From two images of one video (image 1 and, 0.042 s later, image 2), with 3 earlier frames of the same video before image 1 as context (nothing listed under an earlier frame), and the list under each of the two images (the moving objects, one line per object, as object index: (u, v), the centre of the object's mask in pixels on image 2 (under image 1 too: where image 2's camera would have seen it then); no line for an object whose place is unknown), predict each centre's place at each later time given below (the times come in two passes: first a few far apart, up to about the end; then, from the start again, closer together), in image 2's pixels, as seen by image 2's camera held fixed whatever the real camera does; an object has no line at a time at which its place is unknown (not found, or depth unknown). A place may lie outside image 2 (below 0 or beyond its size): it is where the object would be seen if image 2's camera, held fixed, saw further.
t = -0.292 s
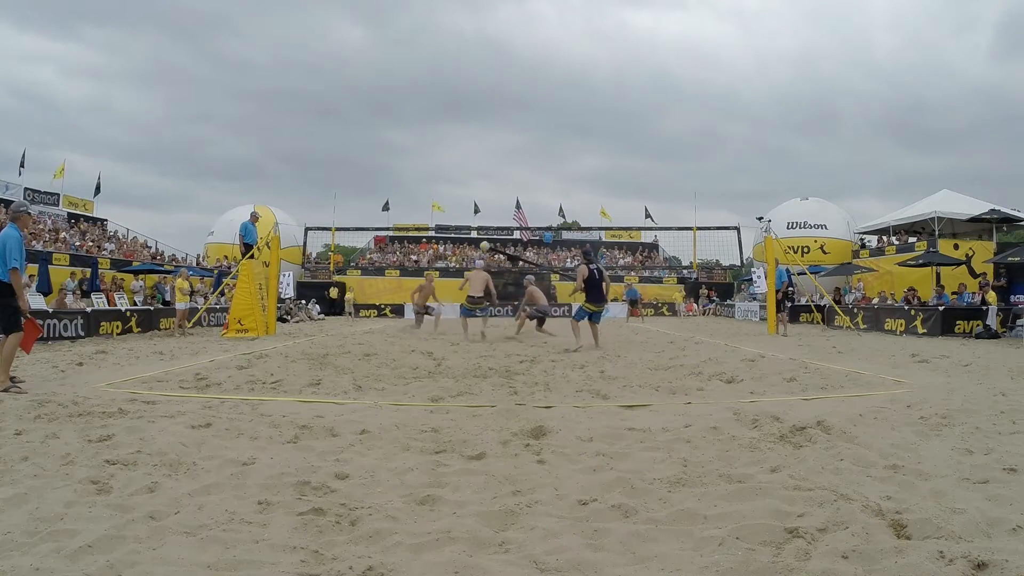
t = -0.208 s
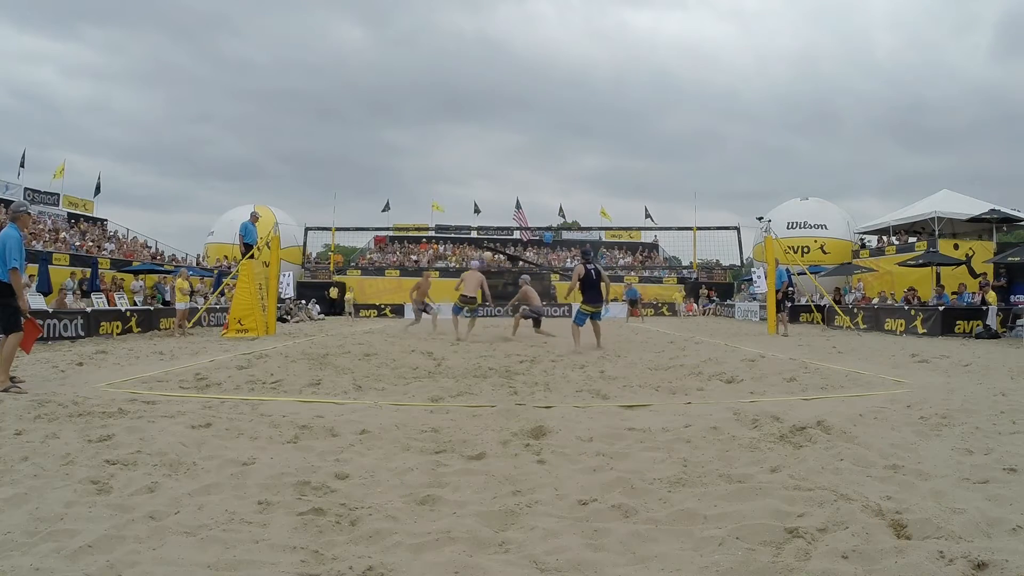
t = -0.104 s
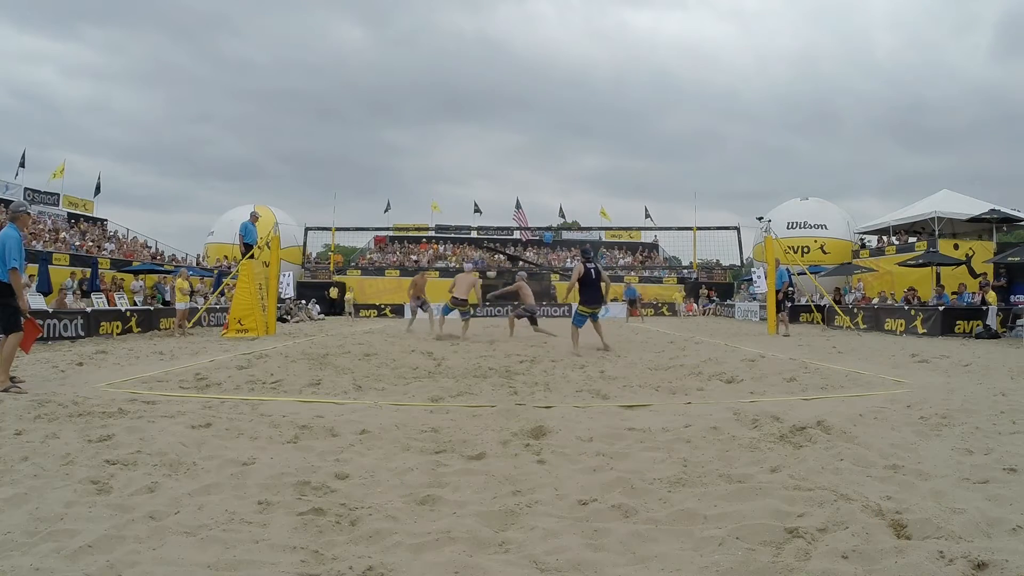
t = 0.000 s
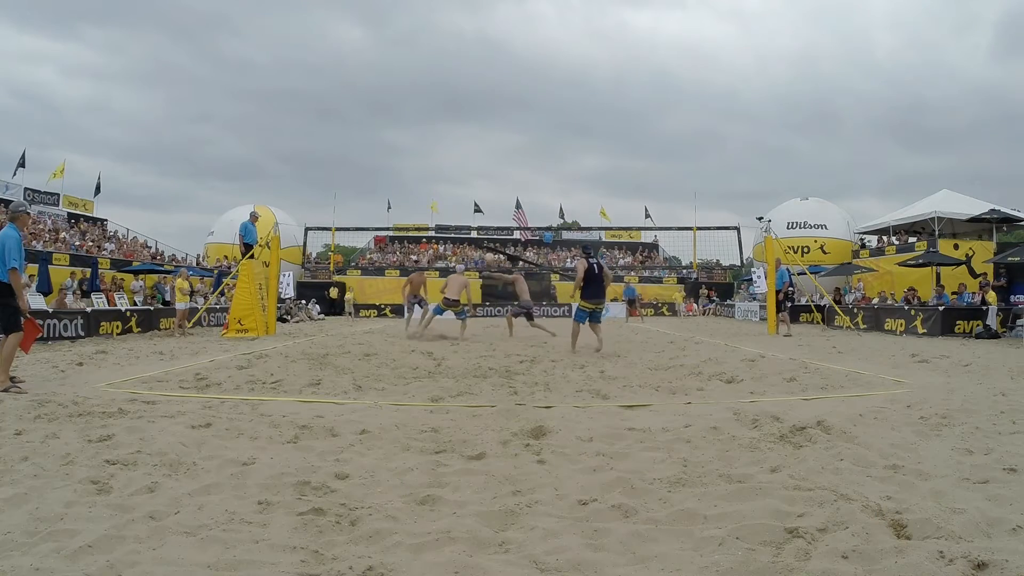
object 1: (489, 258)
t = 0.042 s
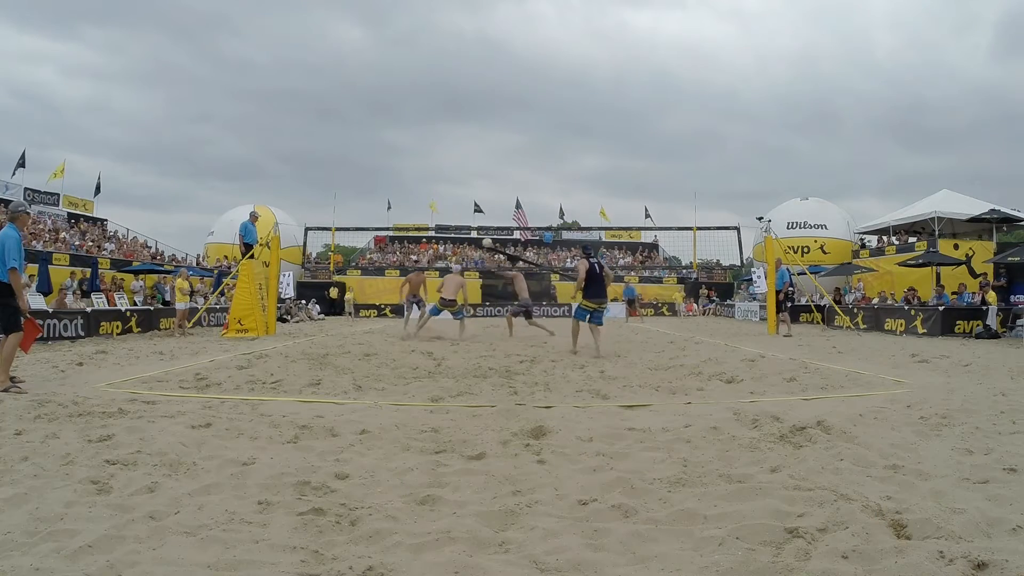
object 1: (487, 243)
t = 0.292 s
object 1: (473, 171)
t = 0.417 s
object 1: (467, 146)
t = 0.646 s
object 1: (457, 119)
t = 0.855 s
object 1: (448, 113)
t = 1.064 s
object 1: (439, 125)
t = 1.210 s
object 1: (433, 143)
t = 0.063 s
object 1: (486, 235)
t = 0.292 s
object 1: (473, 171)
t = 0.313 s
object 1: (472, 167)
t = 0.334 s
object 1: (471, 162)
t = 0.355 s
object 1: (470, 158)
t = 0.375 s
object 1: (469, 154)
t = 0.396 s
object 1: (468, 150)
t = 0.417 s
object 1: (467, 146)
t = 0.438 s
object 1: (466, 143)
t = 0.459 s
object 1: (465, 140)
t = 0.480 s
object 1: (465, 137)
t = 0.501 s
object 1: (464, 134)
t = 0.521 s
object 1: (463, 132)
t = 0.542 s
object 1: (462, 129)
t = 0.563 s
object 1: (461, 127)
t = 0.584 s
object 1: (460, 125)
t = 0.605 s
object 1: (459, 123)
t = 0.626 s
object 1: (458, 121)
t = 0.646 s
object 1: (457, 119)
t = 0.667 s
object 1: (457, 118)
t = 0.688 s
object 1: (456, 117)
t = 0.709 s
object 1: (455, 116)
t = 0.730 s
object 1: (454, 115)
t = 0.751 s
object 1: (453, 114)
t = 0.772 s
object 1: (452, 114)
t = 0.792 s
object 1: (451, 113)
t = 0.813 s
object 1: (450, 114)
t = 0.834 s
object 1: (449, 113)
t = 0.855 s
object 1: (448, 113)
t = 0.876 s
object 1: (448, 114)
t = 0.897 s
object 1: (447, 114)
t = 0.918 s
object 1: (446, 115)
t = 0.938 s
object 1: (445, 116)
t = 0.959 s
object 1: (444, 117)
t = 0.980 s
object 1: (443, 118)
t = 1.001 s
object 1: (442, 120)
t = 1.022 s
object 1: (441, 122)
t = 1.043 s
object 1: (440, 123)
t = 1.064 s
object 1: (439, 125)
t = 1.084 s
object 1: (438, 127)
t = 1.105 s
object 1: (437, 129)
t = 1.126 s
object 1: (436, 131)
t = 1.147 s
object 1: (436, 134)
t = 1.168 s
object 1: (434, 137)
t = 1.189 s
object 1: (433, 140)
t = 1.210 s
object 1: (433, 143)
